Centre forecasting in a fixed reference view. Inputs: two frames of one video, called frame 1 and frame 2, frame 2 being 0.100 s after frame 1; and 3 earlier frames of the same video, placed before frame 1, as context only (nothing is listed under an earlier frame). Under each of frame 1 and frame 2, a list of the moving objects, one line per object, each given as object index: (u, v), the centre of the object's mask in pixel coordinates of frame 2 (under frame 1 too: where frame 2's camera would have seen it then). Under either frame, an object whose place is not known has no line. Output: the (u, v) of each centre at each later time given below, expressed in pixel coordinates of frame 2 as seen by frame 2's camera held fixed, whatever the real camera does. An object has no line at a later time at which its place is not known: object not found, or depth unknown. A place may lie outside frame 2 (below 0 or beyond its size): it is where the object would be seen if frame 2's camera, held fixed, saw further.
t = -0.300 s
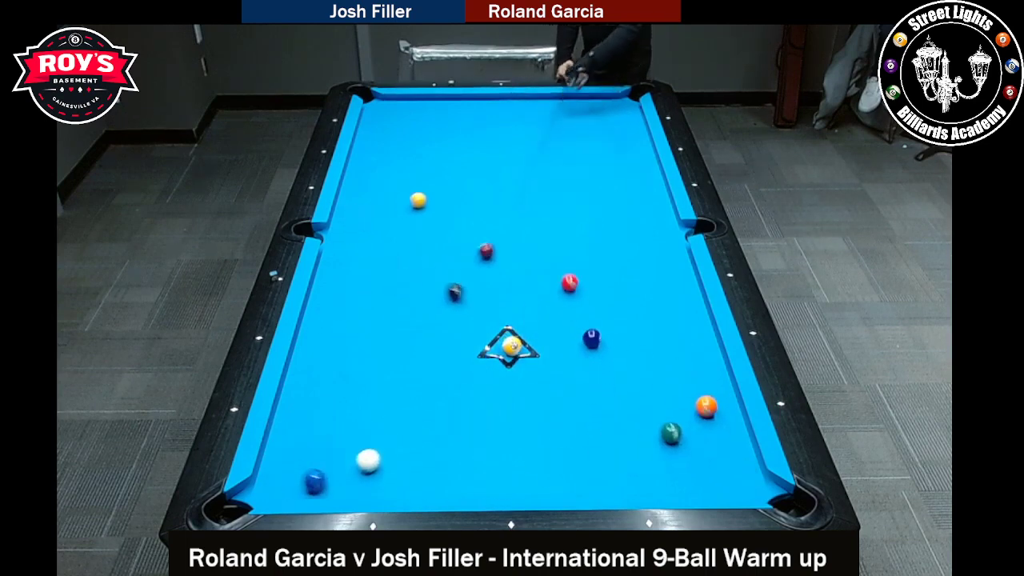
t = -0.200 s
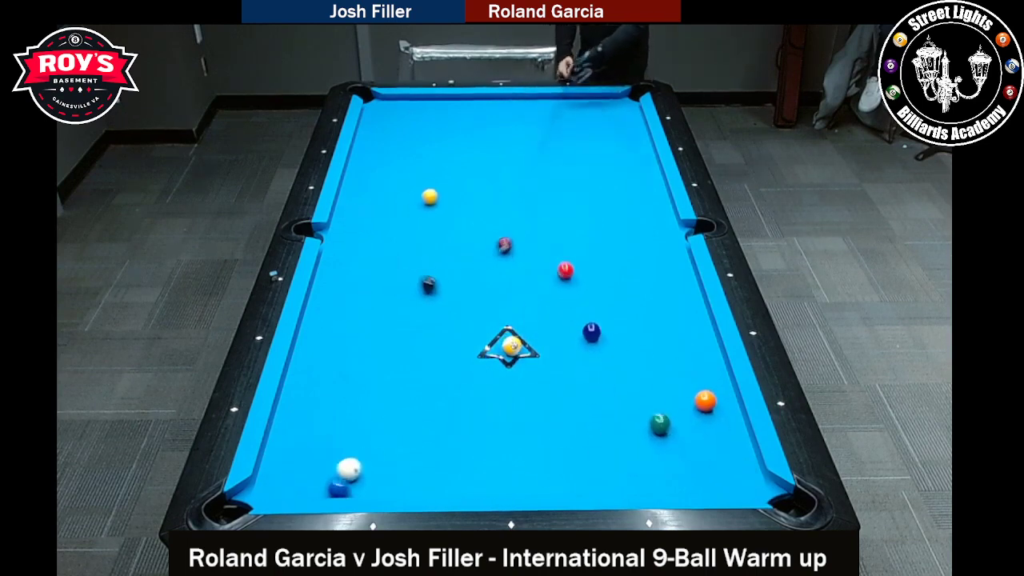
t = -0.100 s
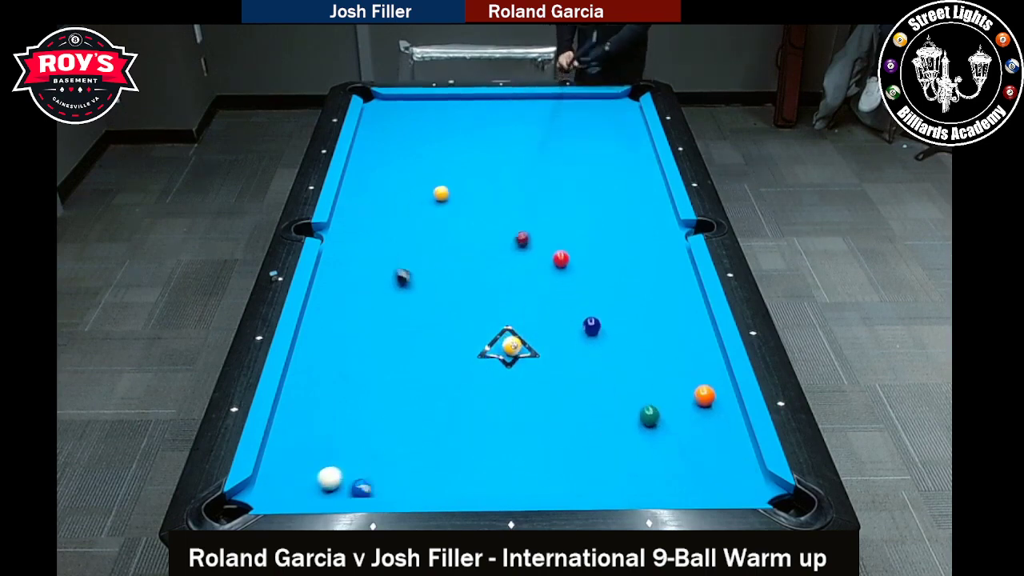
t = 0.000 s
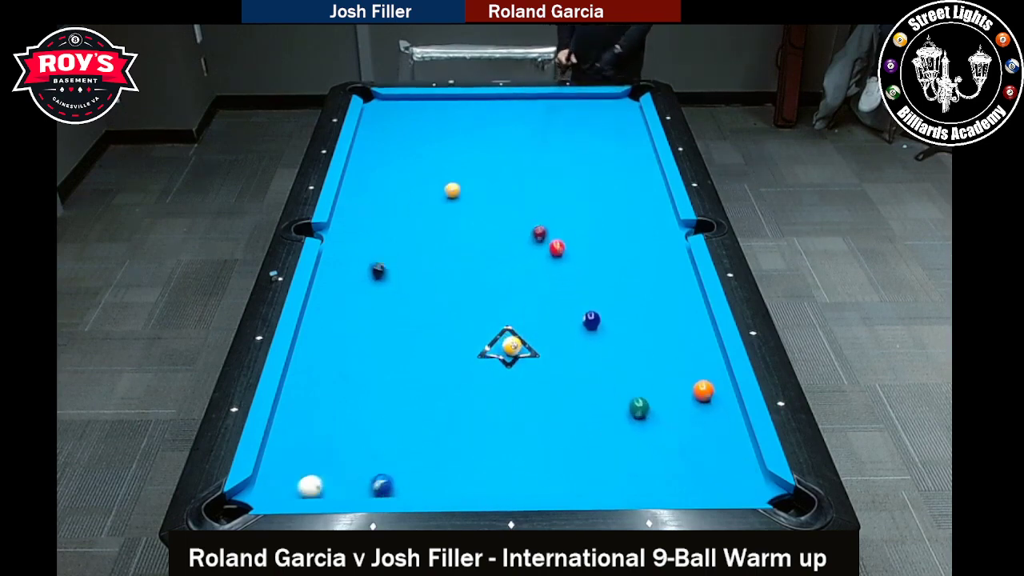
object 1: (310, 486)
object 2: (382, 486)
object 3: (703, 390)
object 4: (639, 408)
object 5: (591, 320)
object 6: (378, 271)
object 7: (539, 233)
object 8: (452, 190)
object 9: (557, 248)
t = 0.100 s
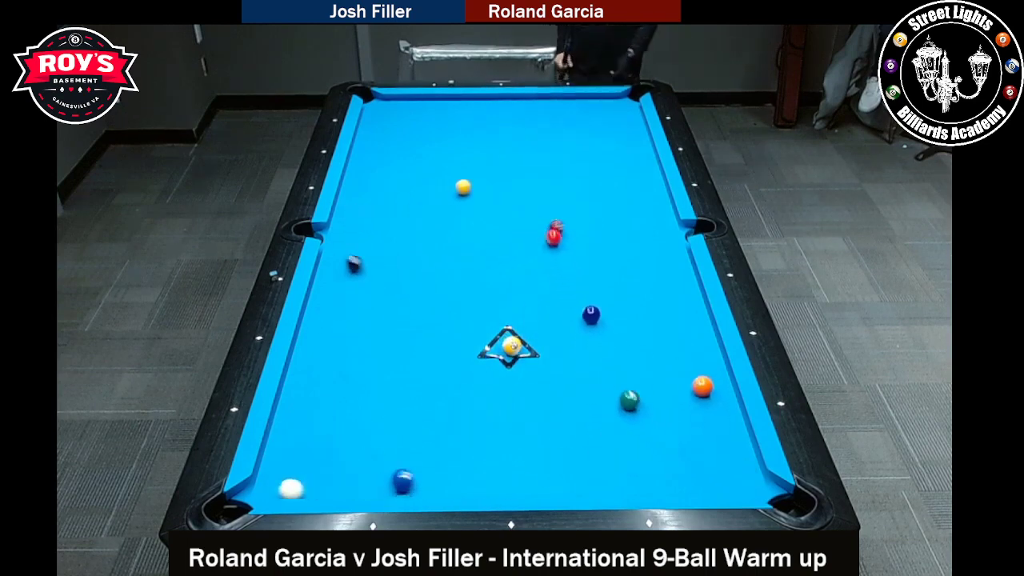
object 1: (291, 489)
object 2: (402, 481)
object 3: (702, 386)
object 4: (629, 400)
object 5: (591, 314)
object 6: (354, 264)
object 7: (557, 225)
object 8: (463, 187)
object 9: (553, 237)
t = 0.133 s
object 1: (285, 487)
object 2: (409, 479)
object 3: (702, 384)
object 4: (626, 397)
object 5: (591, 312)
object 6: (346, 261)
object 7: (562, 225)
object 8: (466, 186)
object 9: (552, 234)
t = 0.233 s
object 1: (267, 484)
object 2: (428, 475)
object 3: (701, 380)
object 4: (617, 390)
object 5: (590, 307)
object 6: (327, 255)
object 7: (577, 220)
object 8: (477, 183)
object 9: (548, 224)
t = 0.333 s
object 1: (264, 482)
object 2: (448, 469)
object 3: (701, 376)
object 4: (608, 383)
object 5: (590, 302)
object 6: (344, 250)
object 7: (593, 215)
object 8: (487, 180)
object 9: (545, 215)
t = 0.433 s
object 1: (273, 483)
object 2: (466, 465)
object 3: (700, 372)
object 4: (600, 377)
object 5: (590, 298)
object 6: (360, 246)
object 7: (608, 210)
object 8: (497, 177)
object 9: (542, 206)
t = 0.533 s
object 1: (282, 483)
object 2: (484, 461)
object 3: (700, 368)
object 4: (591, 370)
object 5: (590, 293)
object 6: (376, 242)
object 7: (622, 206)
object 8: (506, 175)
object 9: (538, 197)
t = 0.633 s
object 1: (291, 484)
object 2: (502, 456)
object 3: (699, 365)
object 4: (584, 364)
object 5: (590, 289)
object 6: (391, 239)
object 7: (636, 201)
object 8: (515, 172)
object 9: (536, 189)
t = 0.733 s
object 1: (299, 484)
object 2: (518, 452)
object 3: (699, 362)
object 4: (576, 359)
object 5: (590, 285)
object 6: (406, 235)
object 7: (650, 196)
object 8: (524, 169)
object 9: (533, 181)
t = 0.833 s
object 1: (307, 485)
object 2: (535, 448)
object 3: (698, 359)
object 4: (569, 353)
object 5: (590, 281)
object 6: (421, 231)
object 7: (663, 192)
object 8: (534, 165)
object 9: (529, 174)
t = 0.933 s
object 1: (315, 485)
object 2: (551, 444)
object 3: (698, 356)
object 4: (563, 348)
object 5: (590, 277)
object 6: (435, 227)
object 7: (654, 190)
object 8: (542, 162)
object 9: (526, 169)
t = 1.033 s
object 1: (322, 486)
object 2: (566, 440)
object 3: (697, 353)
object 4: (556, 343)
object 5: (590, 274)
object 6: (449, 224)
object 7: (646, 188)
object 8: (551, 158)
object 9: (522, 164)
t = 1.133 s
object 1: (329, 486)
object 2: (581, 436)
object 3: (696, 351)
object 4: (550, 337)
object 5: (590, 270)
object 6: (462, 221)
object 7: (637, 185)
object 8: (560, 154)
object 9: (518, 160)
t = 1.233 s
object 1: (336, 486)
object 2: (596, 432)
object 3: (695, 349)
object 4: (545, 333)
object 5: (590, 267)
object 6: (475, 217)
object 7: (629, 184)
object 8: (568, 150)
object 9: (515, 156)
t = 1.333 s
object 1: (342, 486)
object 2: (611, 428)
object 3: (694, 347)
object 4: (539, 329)
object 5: (591, 264)
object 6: (488, 214)
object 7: (620, 182)
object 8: (577, 146)
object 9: (511, 152)
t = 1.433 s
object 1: (348, 487)
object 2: (625, 425)
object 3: (693, 345)
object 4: (534, 324)
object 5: (591, 261)
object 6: (500, 211)
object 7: (613, 180)
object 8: (585, 143)
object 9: (508, 148)
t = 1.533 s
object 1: (354, 487)
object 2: (638, 422)
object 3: (693, 343)
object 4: (529, 320)
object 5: (591, 258)
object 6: (512, 207)
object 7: (605, 178)
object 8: (592, 139)
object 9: (505, 144)
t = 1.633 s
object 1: (359, 487)
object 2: (651, 418)
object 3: (693, 342)
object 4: (524, 316)
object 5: (591, 255)
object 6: (523, 204)
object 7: (598, 176)
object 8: (600, 136)
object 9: (502, 141)
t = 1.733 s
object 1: (364, 487)
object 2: (663, 415)
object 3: (692, 341)
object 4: (520, 312)
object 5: (591, 253)
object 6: (535, 201)
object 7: (591, 175)
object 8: (607, 132)
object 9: (499, 137)
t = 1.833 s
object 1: (369, 487)
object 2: (676, 413)
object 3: (692, 340)
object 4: (515, 309)
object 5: (591, 251)
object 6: (545, 199)
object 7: (584, 173)
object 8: (614, 129)
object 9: (496, 134)
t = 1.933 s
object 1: (373, 487)
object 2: (687, 409)
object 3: (692, 339)
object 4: (511, 305)
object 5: (591, 248)
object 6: (556, 196)
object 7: (577, 172)
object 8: (621, 126)
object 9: (493, 131)
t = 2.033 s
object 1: (377, 488)
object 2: (699, 407)
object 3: (692, 339)
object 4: (507, 303)
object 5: (591, 246)
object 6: (566, 193)
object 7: (571, 170)
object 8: (628, 123)
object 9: (491, 128)
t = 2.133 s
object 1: (381, 488)
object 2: (710, 404)
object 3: (692, 339)
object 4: (504, 299)
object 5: (592, 244)
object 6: (576, 191)
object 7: (565, 169)
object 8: (634, 120)
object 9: (488, 125)
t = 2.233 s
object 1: (385, 488)
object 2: (721, 401)
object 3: (692, 338)
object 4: (500, 296)
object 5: (592, 242)
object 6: (586, 189)
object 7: (559, 168)
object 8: (638, 117)
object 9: (486, 122)
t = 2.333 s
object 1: (388, 488)
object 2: (730, 399)
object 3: (692, 338)
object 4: (497, 294)
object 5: (592, 241)
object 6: (596, 186)
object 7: (553, 167)
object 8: (634, 115)
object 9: (483, 119)
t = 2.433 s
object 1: (391, 488)
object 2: (723, 397)
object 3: (692, 338)
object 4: (494, 291)
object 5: (592, 239)
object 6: (604, 184)
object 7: (548, 166)
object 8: (630, 114)
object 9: (481, 117)
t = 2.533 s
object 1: (393, 488)
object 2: (715, 395)
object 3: (692, 338)
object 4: (491, 289)
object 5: (592, 238)
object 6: (613, 182)
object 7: (543, 165)
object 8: (626, 112)
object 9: (479, 114)
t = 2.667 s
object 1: (396, 488)
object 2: (705, 394)
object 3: (692, 338)
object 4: (487, 286)
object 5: (593, 236)
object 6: (624, 179)
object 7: (536, 163)
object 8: (621, 110)
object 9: (476, 111)
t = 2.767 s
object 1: (398, 488)
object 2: (699, 392)
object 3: (692, 338)
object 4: (484, 283)
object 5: (593, 235)
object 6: (633, 176)
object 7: (531, 162)
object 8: (617, 109)
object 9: (474, 109)
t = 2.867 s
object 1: (400, 488)
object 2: (692, 390)
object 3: (692, 338)
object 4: (481, 282)
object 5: (593, 234)
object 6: (641, 175)
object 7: (527, 161)
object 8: (614, 107)
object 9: (472, 106)
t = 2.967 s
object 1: (401, 488)
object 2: (686, 389)
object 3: (692, 338)
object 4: (479, 280)
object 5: (593, 233)
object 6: (648, 173)
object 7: (523, 160)
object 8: (610, 106)
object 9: (470, 104)
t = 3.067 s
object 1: (402, 488)
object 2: (680, 388)
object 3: (692, 338)
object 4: (476, 278)
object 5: (593, 232)
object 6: (656, 171)
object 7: (518, 159)
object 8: (607, 105)
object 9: (468, 102)
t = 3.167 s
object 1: (403, 488)
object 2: (674, 387)
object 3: (692, 338)
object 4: (474, 276)
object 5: (593, 231)
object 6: (652, 170)
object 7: (514, 158)
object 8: (604, 104)
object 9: (467, 100)
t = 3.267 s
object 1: (403, 488)
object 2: (669, 386)
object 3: (692, 338)
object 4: (472, 275)
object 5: (593, 231)
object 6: (647, 169)
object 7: (511, 157)
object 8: (601, 103)
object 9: (465, 98)
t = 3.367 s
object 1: (403, 488)
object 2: (664, 385)
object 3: (692, 338)
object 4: (471, 273)
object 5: (593, 230)
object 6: (642, 168)
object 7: (507, 156)
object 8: (599, 102)
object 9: (464, 97)
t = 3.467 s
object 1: (403, 488)
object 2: (659, 384)
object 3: (692, 338)
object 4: (469, 272)
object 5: (593, 230)
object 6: (637, 167)
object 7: (504, 156)
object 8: (596, 101)
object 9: (462, 98)
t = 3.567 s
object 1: (403, 488)
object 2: (655, 382)
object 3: (692, 338)
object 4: (467, 271)
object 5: (592, 230)
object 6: (633, 166)
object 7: (501, 155)
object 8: (594, 100)
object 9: (461, 99)
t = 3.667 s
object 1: (403, 488)
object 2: (651, 382)
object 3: (692, 338)
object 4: (466, 270)
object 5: (593, 230)
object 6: (629, 165)
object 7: (498, 154)
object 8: (591, 99)
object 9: (459, 99)
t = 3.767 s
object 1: (403, 488)
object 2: (648, 381)
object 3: (692, 338)
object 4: (464, 269)
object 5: (592, 230)
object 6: (625, 164)
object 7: (495, 154)
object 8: (590, 98)
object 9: (458, 100)
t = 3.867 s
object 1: (403, 488)
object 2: (645, 380)
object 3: (692, 338)
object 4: (463, 268)
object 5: (593, 230)
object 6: (622, 163)
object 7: (493, 153)
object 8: (588, 97)
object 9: (457, 101)
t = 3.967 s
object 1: (403, 488)
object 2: (641, 380)
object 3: (692, 338)
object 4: (462, 267)
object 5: (592, 230)
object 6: (618, 163)
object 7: (490, 152)
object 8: (586, 97)
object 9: (456, 103)
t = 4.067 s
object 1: (403, 488)
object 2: (638, 379)
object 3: (692, 338)
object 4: (461, 267)
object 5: (592, 230)
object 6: (615, 162)
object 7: (488, 152)
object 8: (584, 96)
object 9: (455, 103)
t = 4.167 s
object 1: (403, 488)
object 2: (636, 379)
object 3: (692, 338)
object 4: (460, 266)
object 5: (592, 230)
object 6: (612, 161)
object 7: (486, 151)
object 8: (583, 96)
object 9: (454, 104)
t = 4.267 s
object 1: (403, 488)
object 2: (634, 378)
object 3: (692, 338)
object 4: (460, 266)
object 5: (593, 230)
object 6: (609, 161)
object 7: (484, 151)
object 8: (582, 96)
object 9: (453, 105)
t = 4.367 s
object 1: (403, 488)
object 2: (632, 378)
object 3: (692, 338)
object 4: (459, 265)
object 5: (592, 230)
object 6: (606, 160)
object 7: (482, 151)
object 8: (582, 96)
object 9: (452, 105)
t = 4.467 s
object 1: (403, 488)
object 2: (631, 378)
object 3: (692, 338)
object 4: (459, 265)
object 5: (592, 230)
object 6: (604, 160)
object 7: (481, 150)
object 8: (581, 96)
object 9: (451, 106)
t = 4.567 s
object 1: (403, 488)
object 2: (629, 378)
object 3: (692, 338)
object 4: (459, 265)
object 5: (592, 230)
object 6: (602, 159)
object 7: (479, 150)
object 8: (581, 97)
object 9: (451, 106)
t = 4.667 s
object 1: (403, 488)
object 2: (628, 377)
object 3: (692, 338)
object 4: (458, 265)
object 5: (592, 230)
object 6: (600, 159)
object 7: (478, 150)
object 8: (581, 97)
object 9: (450, 107)
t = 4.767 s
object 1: (403, 488)
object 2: (628, 378)
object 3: (692, 338)
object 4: (458, 264)
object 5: (592, 230)
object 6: (598, 158)
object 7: (477, 150)
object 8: (581, 97)
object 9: (450, 107)
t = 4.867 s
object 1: (403, 488)
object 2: (628, 377)
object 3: (692, 338)
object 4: (458, 264)
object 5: (592, 230)
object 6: (596, 158)
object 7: (476, 149)
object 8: (581, 97)
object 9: (450, 107)
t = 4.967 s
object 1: (403, 488)
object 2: (628, 378)
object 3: (692, 338)
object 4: (458, 264)
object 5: (592, 230)
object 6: (595, 158)
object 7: (475, 149)
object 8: (581, 97)
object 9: (449, 107)
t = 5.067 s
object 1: (403, 488)
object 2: (628, 378)
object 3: (692, 338)
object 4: (458, 264)
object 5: (592, 230)
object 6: (593, 158)
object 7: (474, 149)
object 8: (581, 97)
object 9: (449, 108)
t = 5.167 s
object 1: (403, 488)
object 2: (628, 378)
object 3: (692, 338)
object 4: (458, 264)
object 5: (592, 230)
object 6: (592, 157)
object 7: (474, 149)
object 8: (581, 97)
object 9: (449, 108)
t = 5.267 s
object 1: (403, 488)
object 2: (628, 378)
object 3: (692, 338)
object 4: (458, 264)
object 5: (592, 230)
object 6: (591, 157)
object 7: (474, 149)
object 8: (581, 97)
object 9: (449, 108)
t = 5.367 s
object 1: (403, 488)
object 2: (628, 378)
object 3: (692, 338)
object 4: (458, 264)
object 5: (592, 230)
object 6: (591, 157)
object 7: (474, 149)
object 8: (581, 97)
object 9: (449, 108)
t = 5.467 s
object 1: (403, 488)
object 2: (628, 378)
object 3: (692, 338)
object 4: (458, 264)
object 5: (593, 230)
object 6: (591, 157)
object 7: (474, 149)
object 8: (581, 97)
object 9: (449, 108)
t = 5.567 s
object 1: (403, 488)
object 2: (628, 378)
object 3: (692, 338)
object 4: (458, 264)
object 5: (592, 230)
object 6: (590, 157)
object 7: (474, 149)
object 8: (581, 97)
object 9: (449, 108)
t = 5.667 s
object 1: (403, 488)
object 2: (628, 378)
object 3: (692, 338)
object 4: (458, 264)
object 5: (593, 230)
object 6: (590, 157)
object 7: (474, 149)
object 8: (581, 97)
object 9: (449, 108)
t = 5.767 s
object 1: (403, 488)
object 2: (628, 378)
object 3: (692, 338)
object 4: (458, 264)
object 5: (592, 230)
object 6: (590, 157)
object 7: (474, 149)
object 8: (581, 97)
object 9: (449, 108)
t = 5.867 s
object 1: (403, 488)
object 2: (628, 378)
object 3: (692, 338)
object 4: (458, 264)
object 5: (592, 230)
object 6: (590, 157)
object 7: (474, 149)
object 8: (581, 97)
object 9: (449, 108)
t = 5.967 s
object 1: (403, 488)
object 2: (628, 378)
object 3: (692, 338)
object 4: (458, 264)
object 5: (592, 230)
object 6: (590, 157)
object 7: (474, 149)
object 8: (581, 97)
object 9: (449, 108)
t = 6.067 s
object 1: (403, 488)
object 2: (628, 378)
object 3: (692, 338)
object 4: (458, 264)
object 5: (592, 230)
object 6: (591, 157)
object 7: (474, 149)
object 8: (581, 97)
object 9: (449, 108)
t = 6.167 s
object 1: (403, 488)
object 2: (628, 378)
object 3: (692, 338)
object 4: (458, 264)
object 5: (592, 230)
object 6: (590, 157)
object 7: (474, 149)
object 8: (581, 97)
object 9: (449, 108)
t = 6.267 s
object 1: (403, 488)
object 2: (628, 378)
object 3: (692, 338)
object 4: (458, 264)
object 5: (592, 230)
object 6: (590, 157)
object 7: (474, 149)
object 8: (581, 97)
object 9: (449, 108)
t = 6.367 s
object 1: (403, 488)
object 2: (628, 378)
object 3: (692, 338)
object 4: (458, 264)
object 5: (592, 230)
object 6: (590, 157)
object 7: (474, 149)
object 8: (581, 97)
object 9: (449, 108)
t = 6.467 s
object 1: (403, 488)
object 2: (628, 378)
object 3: (692, 338)
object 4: (458, 264)
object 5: (592, 230)
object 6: (590, 157)
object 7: (474, 149)
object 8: (581, 97)
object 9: (449, 108)
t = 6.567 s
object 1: (403, 488)
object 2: (628, 378)
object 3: (692, 338)
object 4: (458, 264)
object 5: (592, 230)
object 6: (591, 157)
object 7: (474, 149)
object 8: (581, 97)
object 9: (449, 108)
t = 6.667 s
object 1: (403, 488)
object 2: (628, 378)
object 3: (692, 338)
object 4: (458, 264)
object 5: (592, 230)
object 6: (591, 157)
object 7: (474, 149)
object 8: (581, 97)
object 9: (449, 108)
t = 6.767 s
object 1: (403, 488)
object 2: (628, 378)
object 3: (692, 338)
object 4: (458, 264)
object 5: (592, 230)
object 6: (590, 157)
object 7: (474, 149)
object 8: (581, 97)
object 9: (449, 108)
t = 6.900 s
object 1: (403, 488)
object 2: (628, 378)
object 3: (692, 338)
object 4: (458, 264)
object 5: (592, 230)
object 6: (590, 157)
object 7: (474, 149)
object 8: (581, 97)
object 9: (449, 108)
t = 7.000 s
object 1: (403, 488)
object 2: (628, 378)
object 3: (692, 338)
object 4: (458, 264)
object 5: (592, 230)
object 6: (590, 157)
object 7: (474, 149)
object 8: (581, 97)
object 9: (449, 108)
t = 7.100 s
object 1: (403, 488)
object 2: (628, 378)
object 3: (692, 338)
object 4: (458, 264)
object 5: (592, 230)
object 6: (590, 157)
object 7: (474, 149)
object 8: (581, 97)
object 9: (449, 108)
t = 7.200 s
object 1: (403, 488)
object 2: (628, 378)
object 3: (692, 338)
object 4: (458, 264)
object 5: (592, 230)
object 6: (590, 157)
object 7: (474, 149)
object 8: (581, 97)
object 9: (449, 108)
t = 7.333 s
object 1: (403, 488)
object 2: (628, 378)
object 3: (692, 338)
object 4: (458, 264)
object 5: (592, 230)
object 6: (590, 157)
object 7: (474, 149)
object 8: (581, 97)
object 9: (449, 108)
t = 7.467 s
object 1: (403, 488)
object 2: (628, 378)
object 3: (692, 338)
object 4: (458, 264)
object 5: (592, 230)
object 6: (591, 157)
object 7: (474, 149)
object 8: (581, 97)
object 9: (449, 108)
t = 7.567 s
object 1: (403, 488)
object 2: (628, 378)
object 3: (692, 338)
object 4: (458, 265)
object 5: (592, 230)
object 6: (591, 157)
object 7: (474, 149)
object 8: (581, 97)
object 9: (449, 108)
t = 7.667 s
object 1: (403, 488)
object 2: (628, 378)
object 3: (692, 338)
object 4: (458, 265)
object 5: (592, 230)
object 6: (591, 157)
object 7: (474, 149)
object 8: (581, 97)
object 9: (449, 108)
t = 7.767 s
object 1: (403, 488)
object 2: (628, 378)
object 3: (692, 338)
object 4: (458, 264)
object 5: (592, 230)
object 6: (591, 157)
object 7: (474, 149)
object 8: (581, 97)
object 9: (449, 108)
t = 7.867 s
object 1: (403, 488)
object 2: (628, 378)
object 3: (692, 338)
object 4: (458, 264)
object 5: (592, 230)
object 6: (591, 157)
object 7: (474, 149)
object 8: (581, 97)
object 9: (449, 108)
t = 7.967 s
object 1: (403, 488)
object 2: (628, 378)
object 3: (692, 338)
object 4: (458, 264)
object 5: (592, 230)
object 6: (591, 157)
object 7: (474, 149)
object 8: (581, 97)
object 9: (449, 108)
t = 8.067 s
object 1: (403, 488)
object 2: (628, 378)
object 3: (692, 338)
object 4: (458, 265)
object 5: (592, 230)
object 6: (591, 157)
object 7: (474, 149)
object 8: (581, 97)
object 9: (449, 108)
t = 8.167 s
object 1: (403, 488)
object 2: (628, 378)
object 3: (692, 338)
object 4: (458, 264)
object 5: (592, 230)
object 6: (591, 157)
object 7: (474, 149)
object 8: (581, 97)
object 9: (449, 108)
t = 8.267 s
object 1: (403, 488)
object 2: (628, 378)
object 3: (692, 338)
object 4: (458, 264)
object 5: (592, 230)
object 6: (591, 157)
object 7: (474, 149)
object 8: (581, 97)
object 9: (449, 108)
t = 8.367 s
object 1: (403, 488)
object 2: (628, 378)
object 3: (692, 338)
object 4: (458, 265)
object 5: (592, 230)
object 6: (591, 157)
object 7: (474, 149)
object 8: (581, 97)
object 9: (449, 108)
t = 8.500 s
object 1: (403, 488)
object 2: (628, 378)
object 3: (692, 338)
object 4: (458, 264)
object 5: (592, 230)
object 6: (591, 157)
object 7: (474, 149)
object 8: (581, 97)
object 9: (449, 108)
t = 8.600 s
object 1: (403, 488)
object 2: (628, 378)
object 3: (692, 338)
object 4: (458, 264)
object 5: (592, 230)
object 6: (591, 157)
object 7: (474, 149)
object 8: (581, 97)
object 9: (449, 108)
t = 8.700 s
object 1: (403, 488)
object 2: (628, 378)
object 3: (692, 338)
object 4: (458, 264)
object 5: (592, 230)
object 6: (591, 157)
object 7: (474, 149)
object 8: (581, 97)
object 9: (449, 108)
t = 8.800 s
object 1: (403, 488)
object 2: (628, 378)
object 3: (692, 338)
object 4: (458, 264)
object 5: (592, 230)
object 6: (591, 157)
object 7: (474, 149)
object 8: (581, 97)
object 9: (449, 108)
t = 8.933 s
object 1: (403, 488)
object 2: (628, 378)
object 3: (692, 338)
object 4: (458, 264)
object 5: (592, 230)
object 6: (591, 157)
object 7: (474, 149)
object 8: (581, 97)
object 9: (449, 108)
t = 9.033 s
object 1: (403, 488)
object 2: (628, 378)
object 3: (692, 338)
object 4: (458, 264)
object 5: (592, 230)
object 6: (591, 157)
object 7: (474, 149)
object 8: (581, 97)
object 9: (449, 108)
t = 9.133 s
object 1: (403, 488)
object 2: (628, 378)
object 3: (692, 338)
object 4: (458, 264)
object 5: (592, 230)
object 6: (590, 157)
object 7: (474, 149)
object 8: (581, 97)
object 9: (449, 108)
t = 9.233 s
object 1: (403, 488)
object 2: (628, 378)
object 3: (692, 338)
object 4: (458, 264)
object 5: (593, 230)
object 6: (591, 157)
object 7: (474, 149)
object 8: (581, 97)
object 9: (449, 108)
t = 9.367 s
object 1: (403, 488)
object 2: (628, 378)
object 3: (692, 338)
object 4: (458, 264)
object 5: (593, 230)
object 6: (590, 157)
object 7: (475, 149)
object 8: (581, 97)
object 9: (449, 108)
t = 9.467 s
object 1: (403, 488)
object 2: (628, 378)
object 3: (692, 338)
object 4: (458, 264)
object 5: (593, 230)
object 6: (591, 157)
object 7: (474, 149)
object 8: (581, 97)
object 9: (449, 108)
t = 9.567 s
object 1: (403, 488)
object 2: (628, 378)
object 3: (692, 338)
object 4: (458, 264)
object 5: (593, 230)
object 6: (590, 157)
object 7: (475, 149)
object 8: (581, 97)
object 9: (449, 108)
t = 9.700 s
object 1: (403, 488)
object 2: (628, 378)
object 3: (692, 338)
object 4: (458, 264)
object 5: (593, 230)
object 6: (591, 157)
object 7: (474, 149)
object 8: (581, 97)
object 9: (449, 108)
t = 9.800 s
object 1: (403, 488)
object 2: (628, 378)
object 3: (692, 338)
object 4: (458, 264)
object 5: (593, 230)
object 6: (591, 157)
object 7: (474, 149)
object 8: (581, 97)
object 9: (449, 108)
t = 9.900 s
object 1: (403, 488)
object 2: (628, 378)
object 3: (692, 338)
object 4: (458, 264)
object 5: (593, 230)
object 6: (591, 157)
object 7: (474, 149)
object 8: (581, 97)
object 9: (449, 108)
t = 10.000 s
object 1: (403, 488)
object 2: (628, 378)
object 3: (692, 338)
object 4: (458, 264)
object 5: (593, 230)
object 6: (591, 157)
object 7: (475, 149)
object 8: (581, 97)
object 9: (449, 108)
